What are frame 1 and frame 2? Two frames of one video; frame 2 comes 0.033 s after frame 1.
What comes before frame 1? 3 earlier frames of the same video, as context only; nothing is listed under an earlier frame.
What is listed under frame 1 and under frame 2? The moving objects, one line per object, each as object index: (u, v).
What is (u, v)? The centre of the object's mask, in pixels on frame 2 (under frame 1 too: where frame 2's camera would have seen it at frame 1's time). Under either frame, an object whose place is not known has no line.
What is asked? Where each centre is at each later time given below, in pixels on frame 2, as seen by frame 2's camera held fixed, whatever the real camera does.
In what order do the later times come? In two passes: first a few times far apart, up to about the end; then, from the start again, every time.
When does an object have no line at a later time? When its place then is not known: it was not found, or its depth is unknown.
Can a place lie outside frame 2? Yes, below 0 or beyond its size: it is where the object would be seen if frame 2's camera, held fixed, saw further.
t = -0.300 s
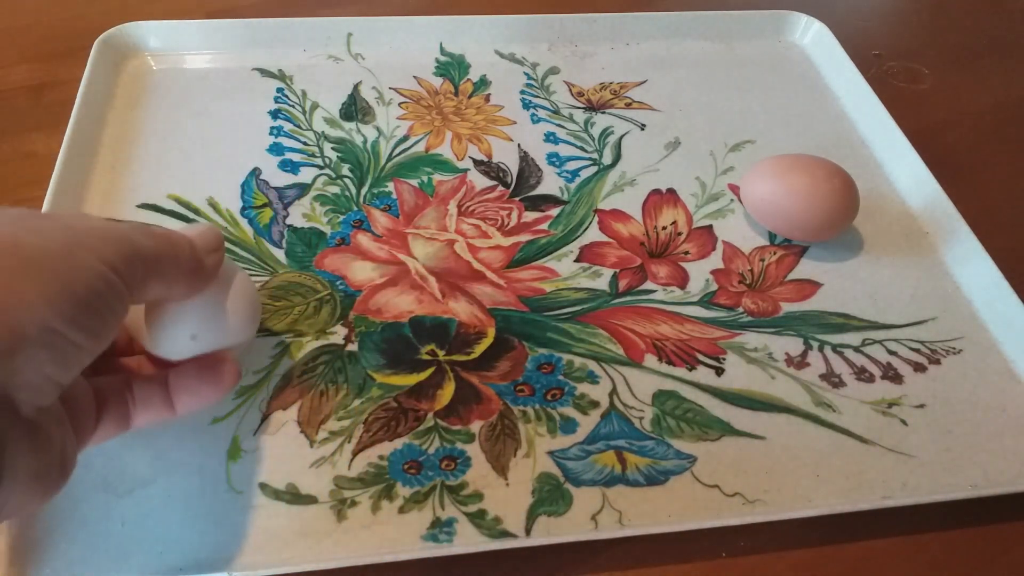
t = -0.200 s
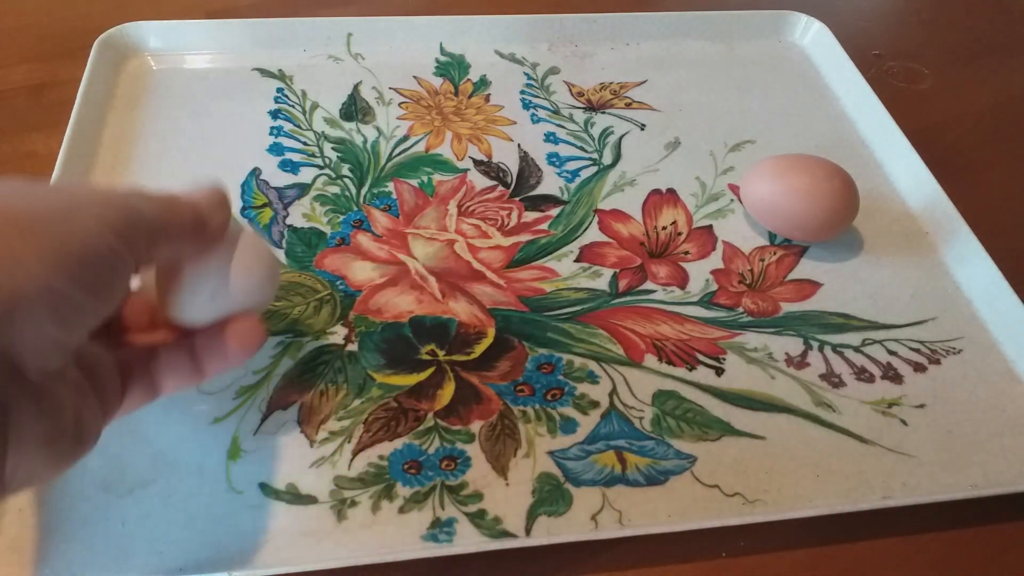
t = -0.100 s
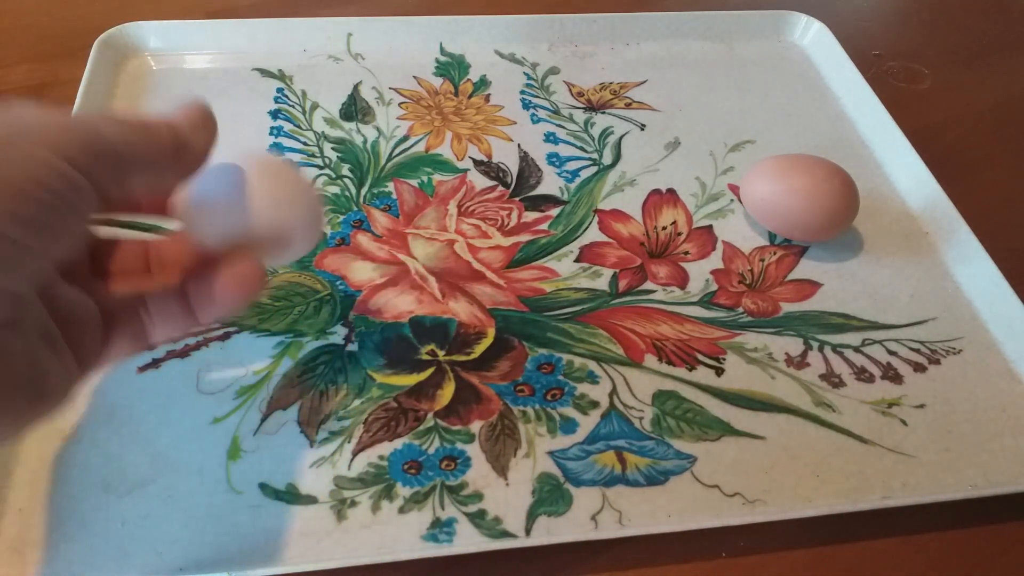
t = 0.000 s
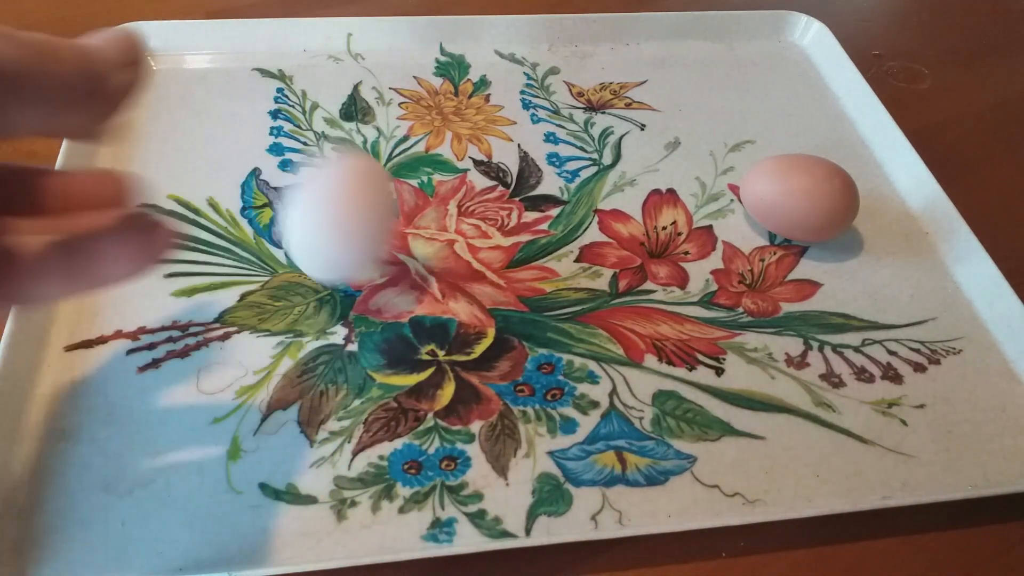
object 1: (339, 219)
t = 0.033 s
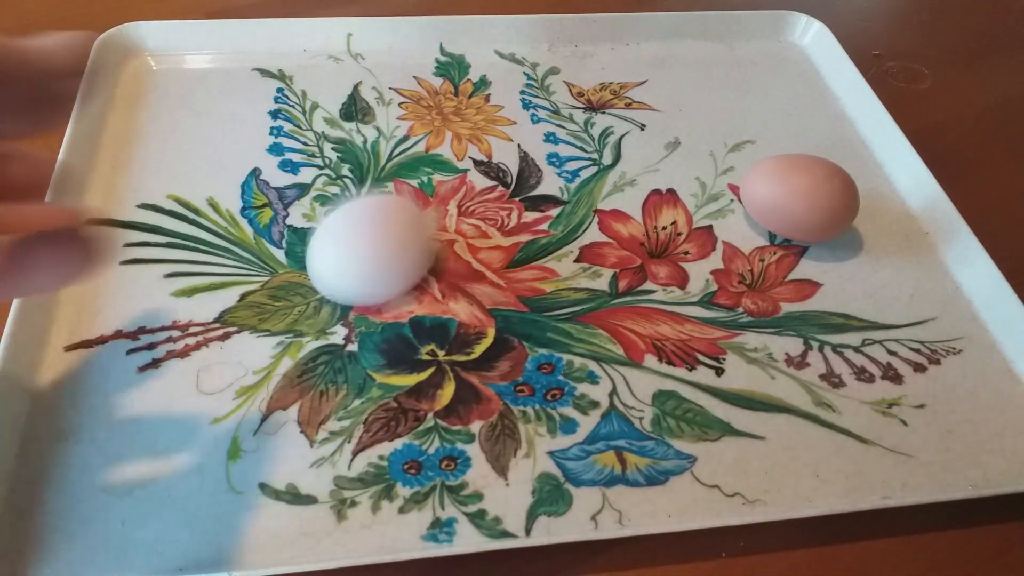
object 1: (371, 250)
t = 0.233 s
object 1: (510, 161)
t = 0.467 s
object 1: (671, 83)
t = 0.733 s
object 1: (801, 40)
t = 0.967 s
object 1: (778, 30)
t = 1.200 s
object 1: (812, 64)
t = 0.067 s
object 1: (391, 214)
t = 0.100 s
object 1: (411, 182)
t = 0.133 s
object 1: (437, 166)
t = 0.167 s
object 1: (459, 169)
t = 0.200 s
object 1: (481, 183)
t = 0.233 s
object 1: (510, 161)
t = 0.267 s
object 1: (540, 148)
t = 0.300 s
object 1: (565, 130)
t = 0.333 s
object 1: (587, 117)
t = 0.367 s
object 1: (607, 119)
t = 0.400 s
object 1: (629, 110)
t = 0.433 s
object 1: (652, 92)
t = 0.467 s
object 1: (671, 83)
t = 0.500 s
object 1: (689, 75)
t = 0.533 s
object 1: (705, 74)
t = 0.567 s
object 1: (722, 73)
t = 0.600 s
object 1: (745, 57)
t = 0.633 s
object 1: (760, 49)
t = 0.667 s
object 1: (773, 44)
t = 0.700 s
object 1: (788, 41)
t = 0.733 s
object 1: (801, 40)
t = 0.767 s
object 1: (810, 36)
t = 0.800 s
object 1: (802, 28)
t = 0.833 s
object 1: (789, 33)
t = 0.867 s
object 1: (782, 33)
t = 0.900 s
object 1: (780, 25)
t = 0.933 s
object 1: (775, 27)
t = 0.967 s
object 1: (778, 30)
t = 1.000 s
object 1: (786, 35)
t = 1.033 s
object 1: (795, 40)
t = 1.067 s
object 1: (805, 47)
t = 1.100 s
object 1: (809, 50)
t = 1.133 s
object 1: (808, 57)
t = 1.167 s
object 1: (810, 59)
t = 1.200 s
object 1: (812, 64)
